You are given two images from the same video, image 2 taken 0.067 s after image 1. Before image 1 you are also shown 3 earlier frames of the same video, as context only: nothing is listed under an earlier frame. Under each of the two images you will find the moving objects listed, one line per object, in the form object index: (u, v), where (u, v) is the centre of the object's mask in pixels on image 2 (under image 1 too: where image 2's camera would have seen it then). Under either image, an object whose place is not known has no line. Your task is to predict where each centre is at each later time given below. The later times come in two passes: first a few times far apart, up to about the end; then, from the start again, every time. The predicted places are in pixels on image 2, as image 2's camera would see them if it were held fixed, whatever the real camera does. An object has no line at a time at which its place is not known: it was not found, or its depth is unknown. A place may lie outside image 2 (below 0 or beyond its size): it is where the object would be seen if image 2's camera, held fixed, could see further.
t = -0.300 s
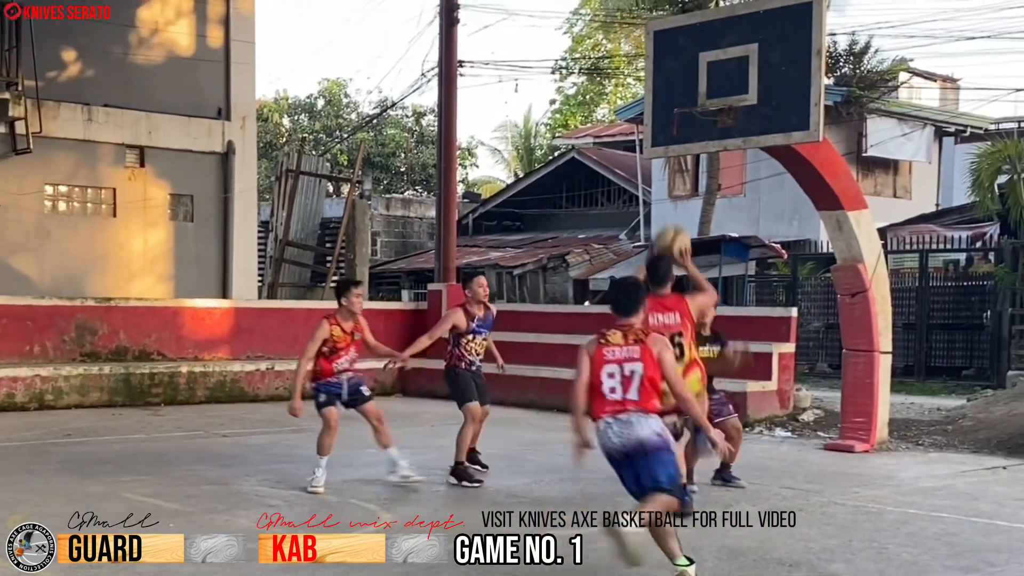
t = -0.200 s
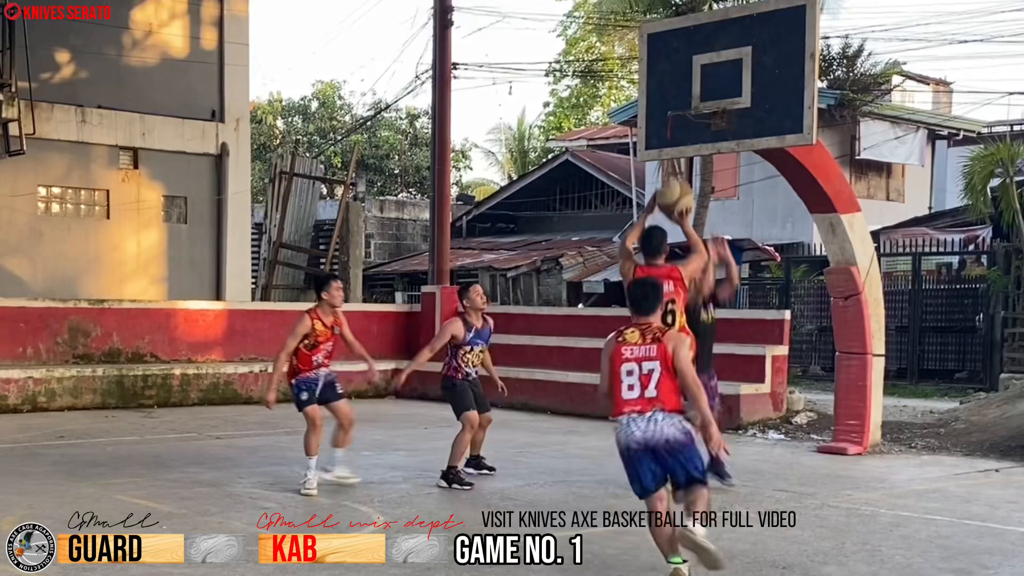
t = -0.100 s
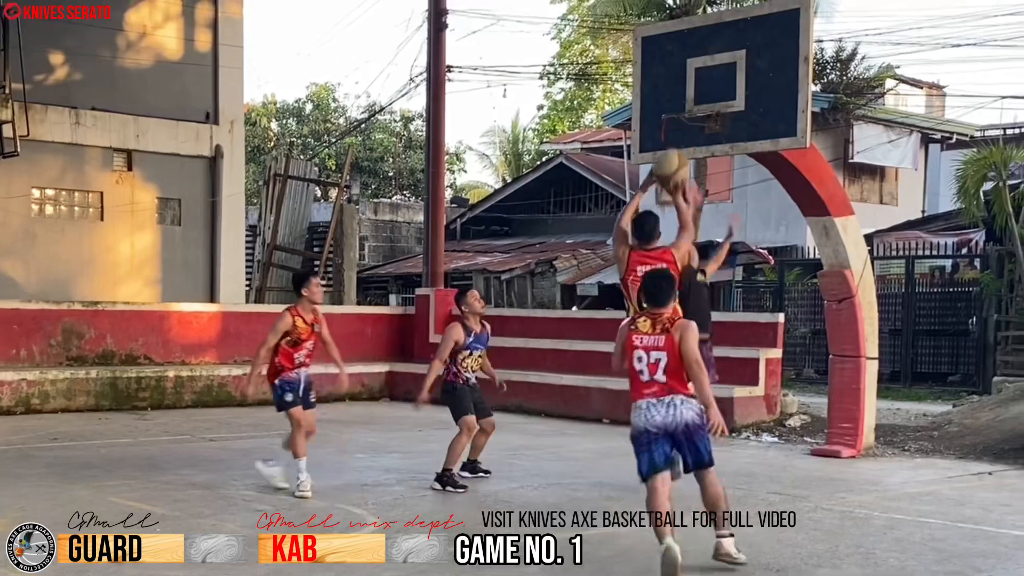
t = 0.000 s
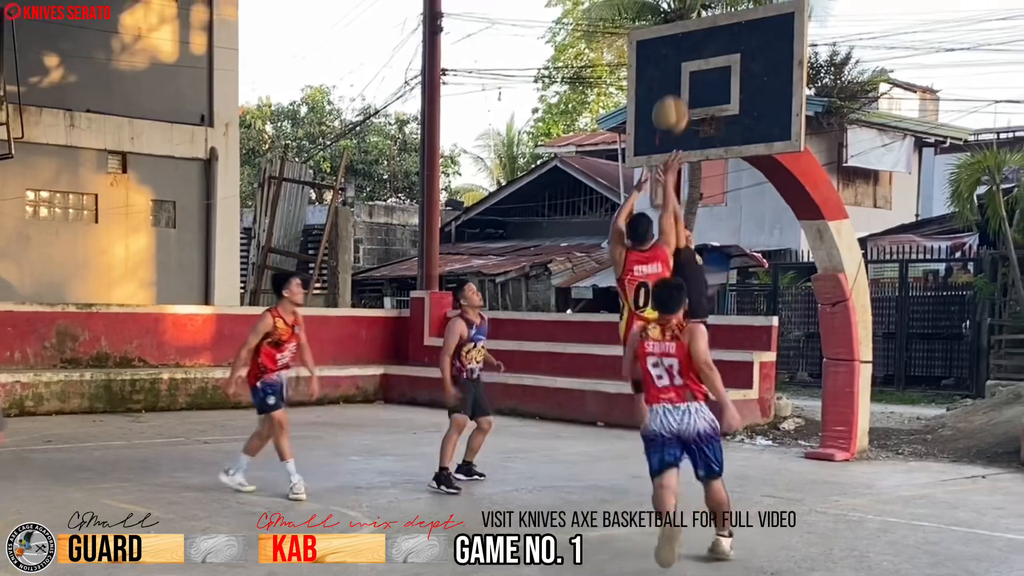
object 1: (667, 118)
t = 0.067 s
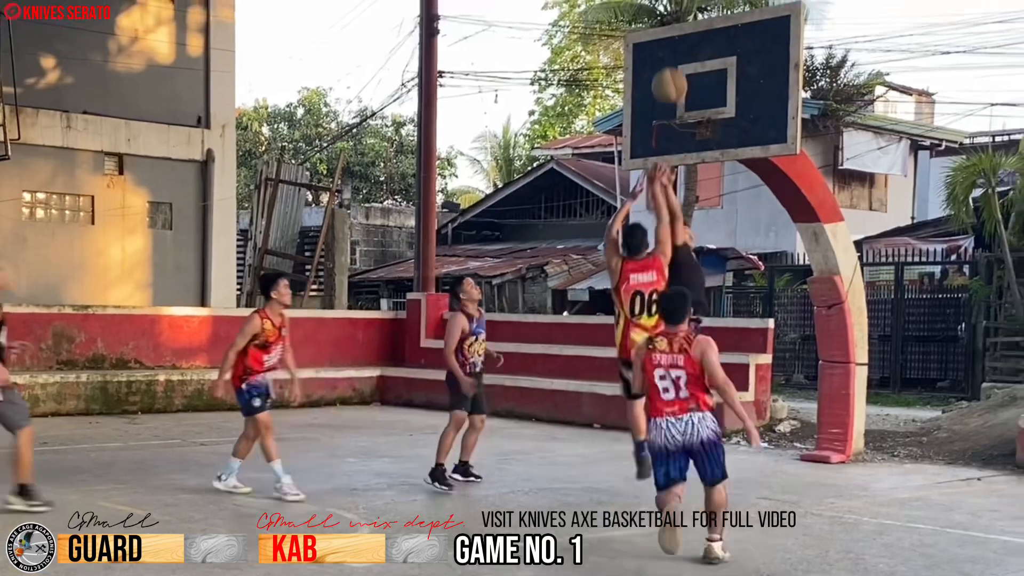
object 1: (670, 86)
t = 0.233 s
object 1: (676, 40)
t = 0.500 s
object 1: (685, 48)
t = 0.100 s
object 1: (671, 73)
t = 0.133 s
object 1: (672, 62)
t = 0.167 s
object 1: (673, 53)
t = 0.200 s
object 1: (675, 45)
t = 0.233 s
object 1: (676, 40)
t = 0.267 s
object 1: (677, 36)
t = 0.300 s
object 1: (678, 32)
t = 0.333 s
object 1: (679, 32)
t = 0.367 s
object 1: (679, 32)
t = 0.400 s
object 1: (680, 34)
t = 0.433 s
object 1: (681, 37)
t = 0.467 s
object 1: (681, 41)
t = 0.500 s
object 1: (685, 48)
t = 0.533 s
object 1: (683, 53)
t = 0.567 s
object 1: (683, 62)
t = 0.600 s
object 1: (683, 71)
